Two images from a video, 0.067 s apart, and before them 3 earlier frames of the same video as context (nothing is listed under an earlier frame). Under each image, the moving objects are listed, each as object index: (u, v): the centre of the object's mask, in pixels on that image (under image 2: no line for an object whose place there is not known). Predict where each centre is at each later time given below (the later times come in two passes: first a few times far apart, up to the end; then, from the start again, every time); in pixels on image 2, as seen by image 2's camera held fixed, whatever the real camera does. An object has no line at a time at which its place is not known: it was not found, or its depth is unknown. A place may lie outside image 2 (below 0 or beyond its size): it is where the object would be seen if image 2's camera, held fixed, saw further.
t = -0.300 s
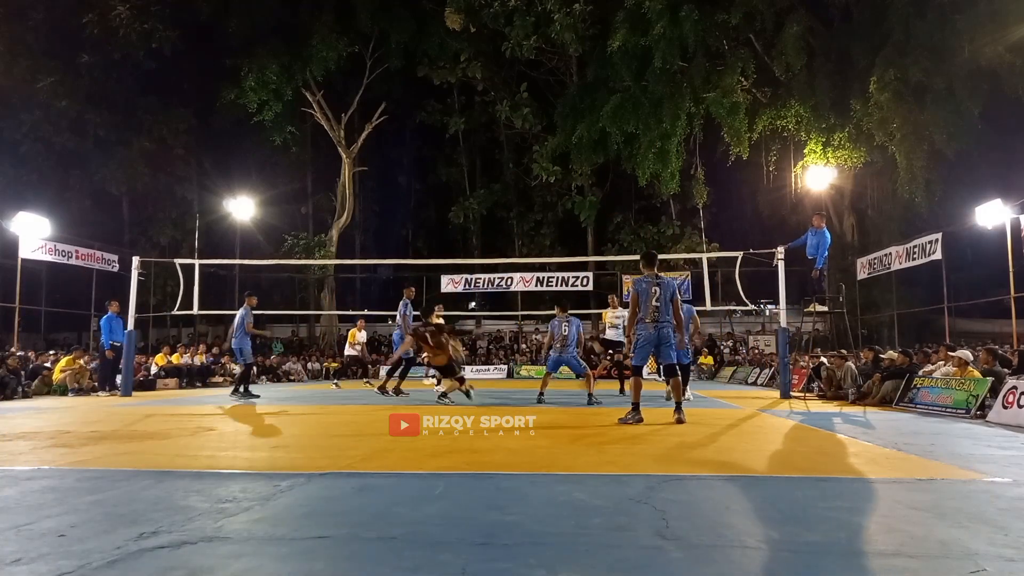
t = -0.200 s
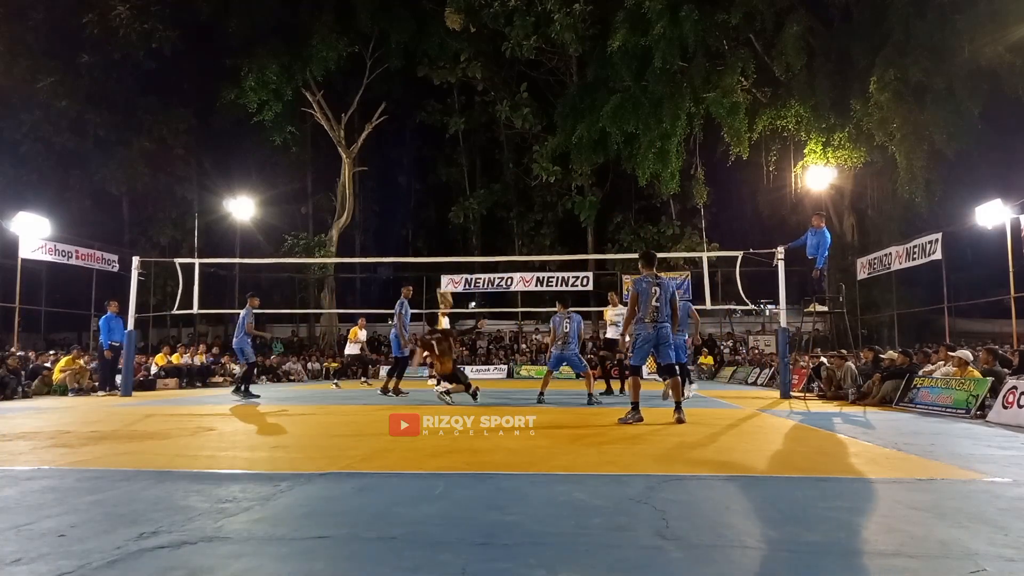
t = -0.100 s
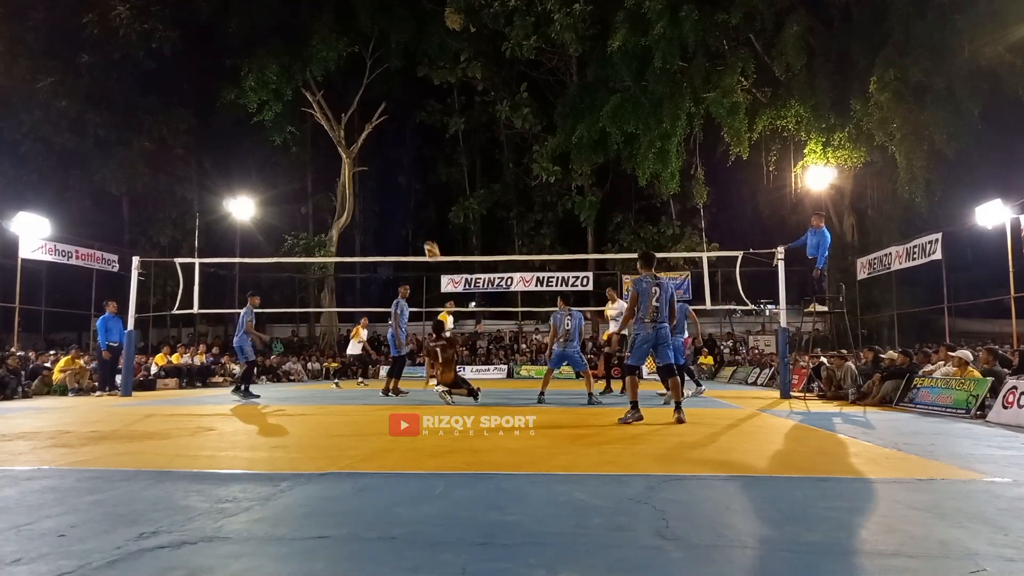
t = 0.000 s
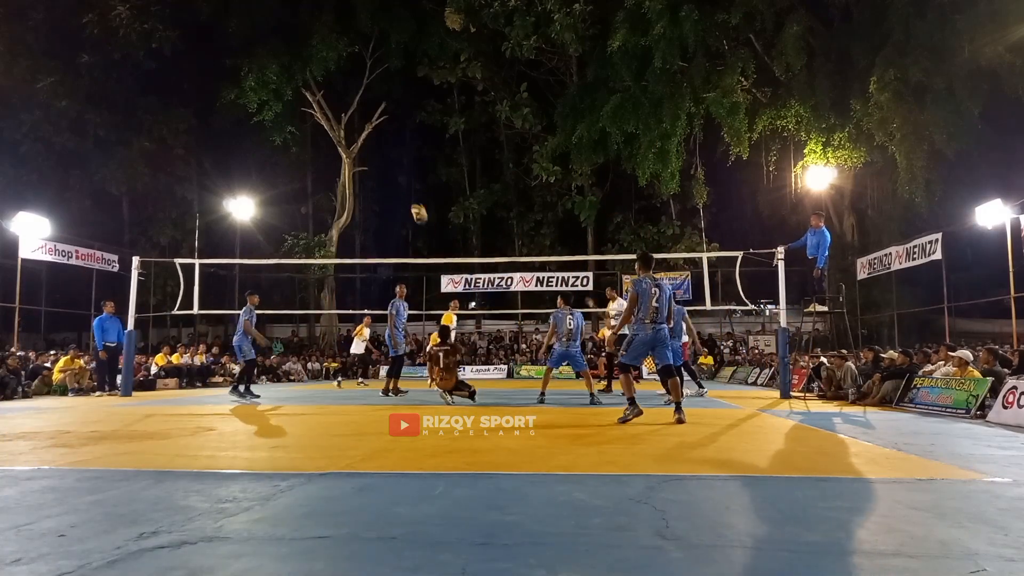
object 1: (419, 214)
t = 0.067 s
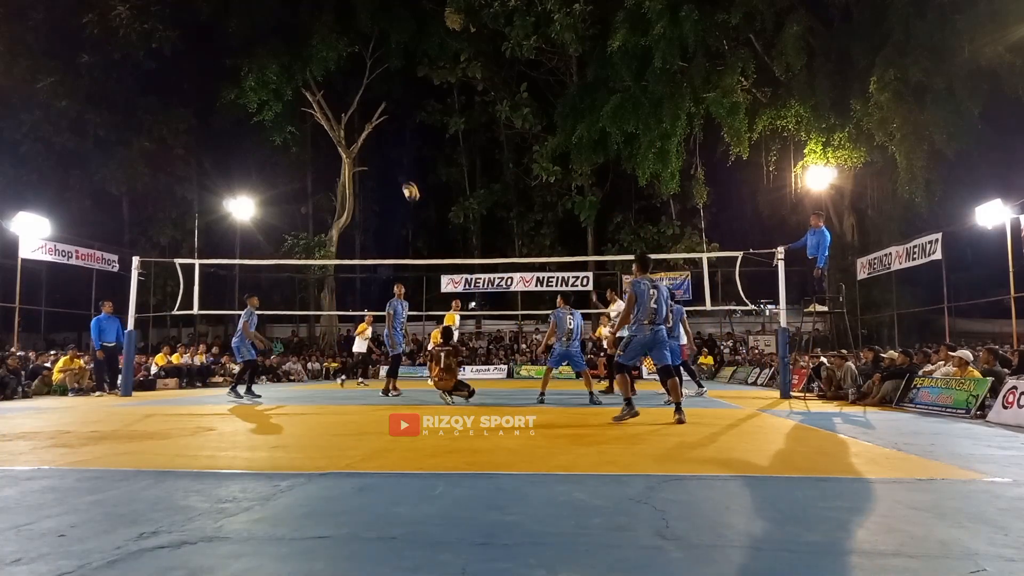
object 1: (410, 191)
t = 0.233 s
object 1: (389, 150)
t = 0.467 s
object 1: (358, 123)
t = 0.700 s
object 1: (328, 130)
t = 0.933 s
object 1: (299, 169)
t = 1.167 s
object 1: (271, 240)
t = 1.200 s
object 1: (268, 251)
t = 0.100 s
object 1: (406, 182)
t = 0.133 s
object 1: (402, 173)
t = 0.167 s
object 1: (397, 164)
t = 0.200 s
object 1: (393, 158)
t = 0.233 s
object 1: (389, 150)
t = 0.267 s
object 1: (384, 144)
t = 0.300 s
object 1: (380, 139)
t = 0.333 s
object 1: (375, 135)
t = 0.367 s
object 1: (371, 130)
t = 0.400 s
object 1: (367, 127)
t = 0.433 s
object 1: (363, 125)
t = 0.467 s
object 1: (358, 123)
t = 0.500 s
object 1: (354, 122)
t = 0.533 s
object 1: (349, 122)
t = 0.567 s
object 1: (345, 122)
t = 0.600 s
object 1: (341, 122)
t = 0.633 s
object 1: (337, 124)
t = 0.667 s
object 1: (333, 126)
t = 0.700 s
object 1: (328, 130)
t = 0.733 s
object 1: (324, 134)
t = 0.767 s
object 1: (320, 137)
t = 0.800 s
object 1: (316, 142)
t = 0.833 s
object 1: (312, 148)
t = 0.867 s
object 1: (307, 154)
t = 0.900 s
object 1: (303, 161)
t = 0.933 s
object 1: (299, 169)
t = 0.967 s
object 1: (295, 177)
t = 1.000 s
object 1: (291, 185)
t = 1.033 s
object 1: (287, 195)
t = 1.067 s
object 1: (283, 205)
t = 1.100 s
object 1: (279, 216)
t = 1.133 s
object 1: (275, 227)
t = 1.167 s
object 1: (271, 240)
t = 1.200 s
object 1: (268, 251)
